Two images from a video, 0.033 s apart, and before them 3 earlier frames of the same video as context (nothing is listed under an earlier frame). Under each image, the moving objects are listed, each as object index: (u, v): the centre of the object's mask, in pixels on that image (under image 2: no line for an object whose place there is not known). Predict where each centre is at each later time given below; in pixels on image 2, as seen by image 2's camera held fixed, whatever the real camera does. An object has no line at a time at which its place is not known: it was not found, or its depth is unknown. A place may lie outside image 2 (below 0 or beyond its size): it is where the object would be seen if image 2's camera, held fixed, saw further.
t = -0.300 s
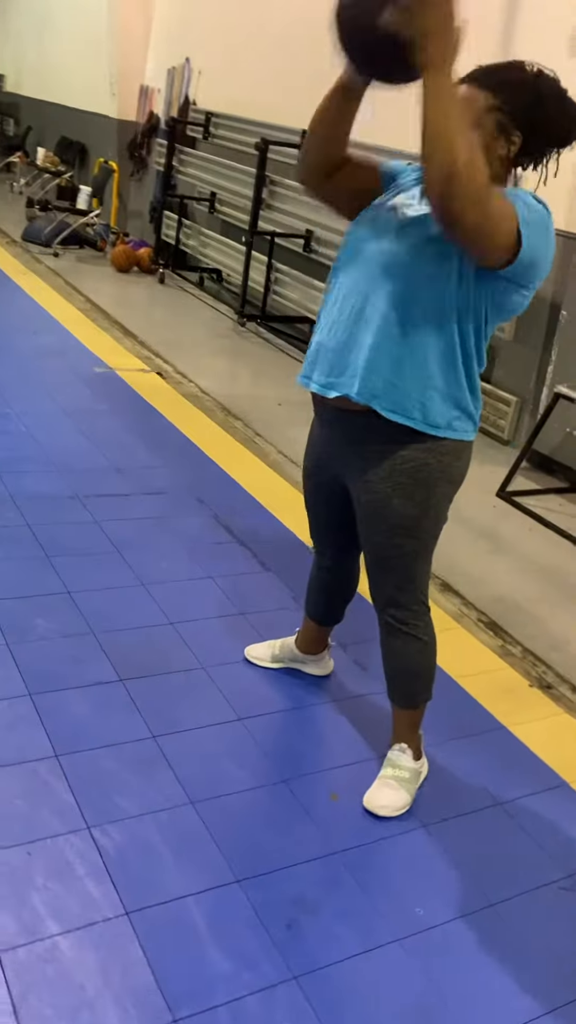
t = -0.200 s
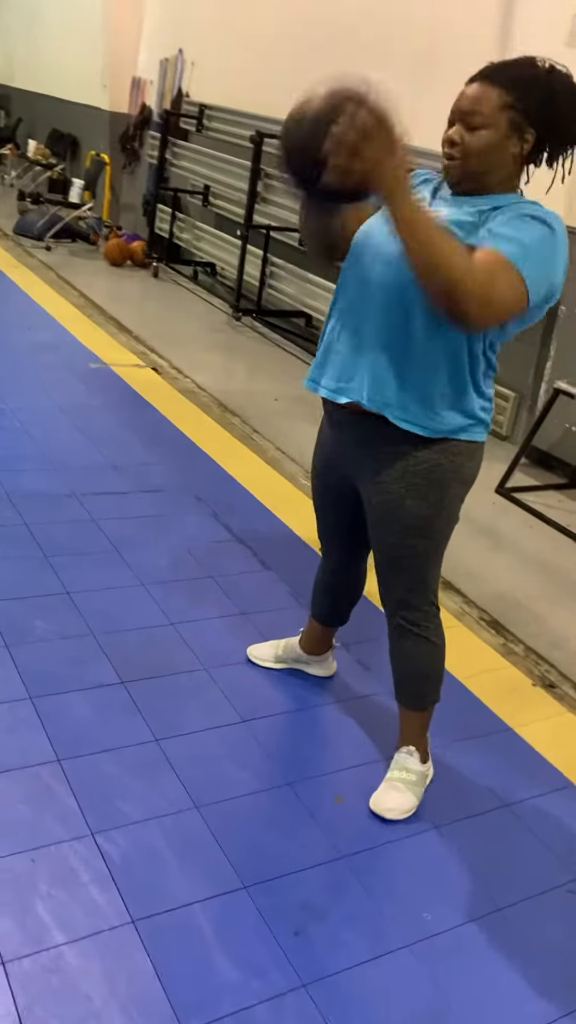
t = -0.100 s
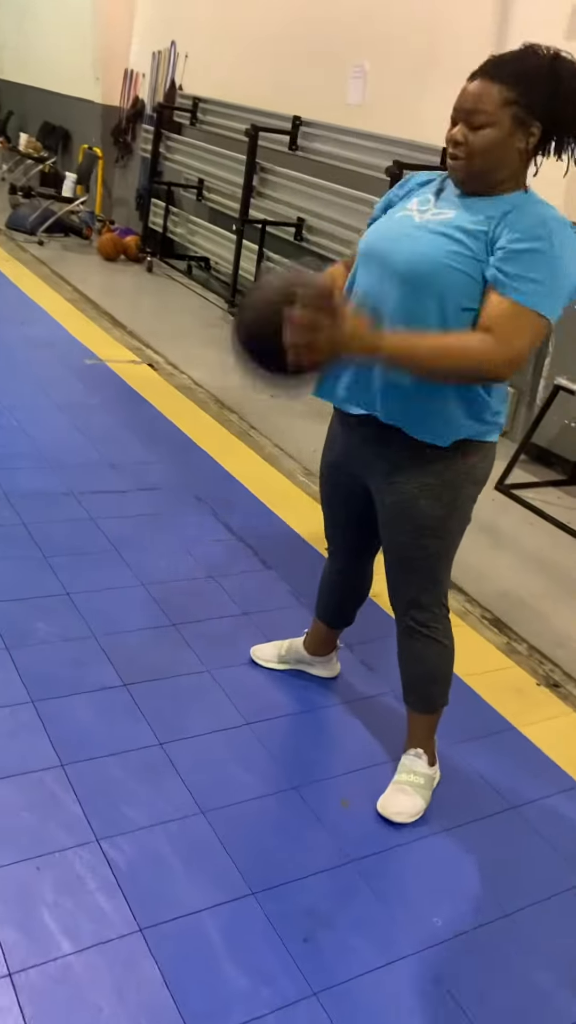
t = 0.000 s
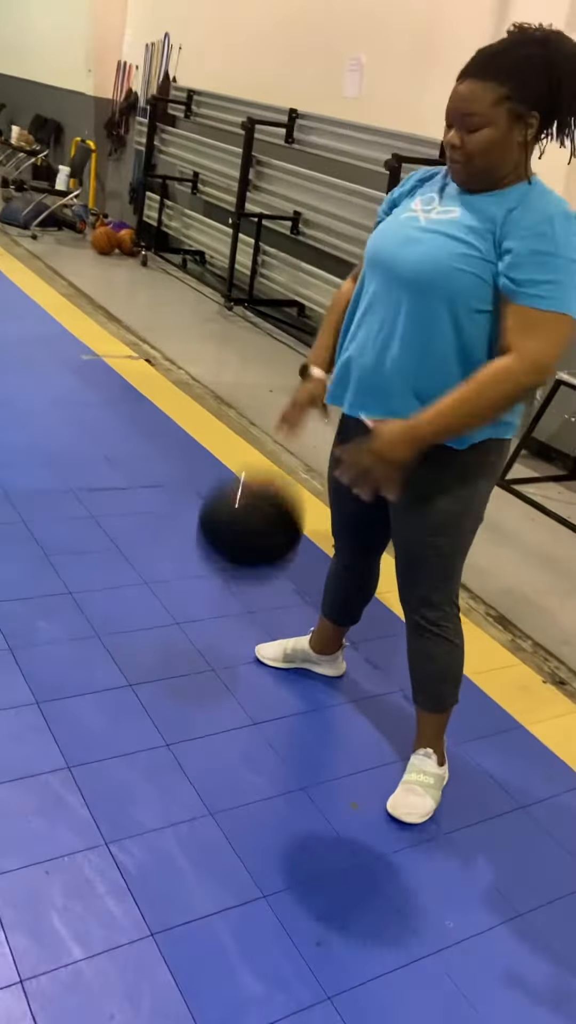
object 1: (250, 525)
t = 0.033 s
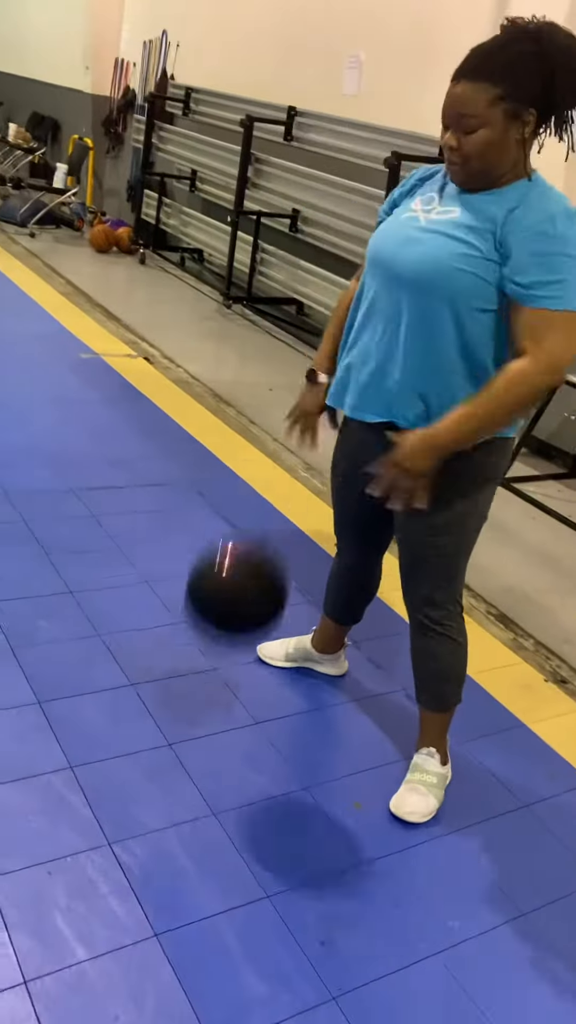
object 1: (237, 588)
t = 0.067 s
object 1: (219, 657)
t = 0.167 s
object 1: (202, 713)
